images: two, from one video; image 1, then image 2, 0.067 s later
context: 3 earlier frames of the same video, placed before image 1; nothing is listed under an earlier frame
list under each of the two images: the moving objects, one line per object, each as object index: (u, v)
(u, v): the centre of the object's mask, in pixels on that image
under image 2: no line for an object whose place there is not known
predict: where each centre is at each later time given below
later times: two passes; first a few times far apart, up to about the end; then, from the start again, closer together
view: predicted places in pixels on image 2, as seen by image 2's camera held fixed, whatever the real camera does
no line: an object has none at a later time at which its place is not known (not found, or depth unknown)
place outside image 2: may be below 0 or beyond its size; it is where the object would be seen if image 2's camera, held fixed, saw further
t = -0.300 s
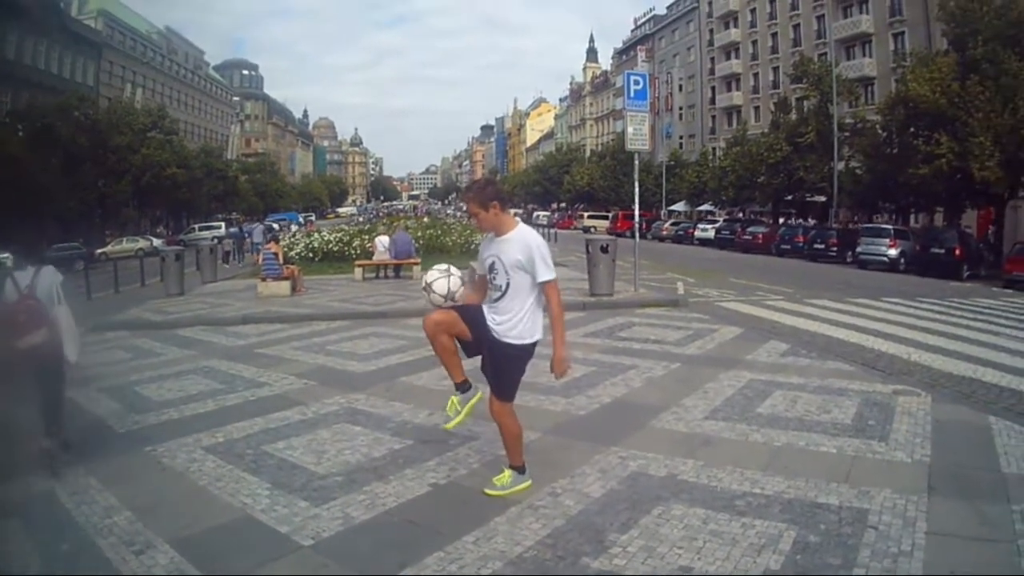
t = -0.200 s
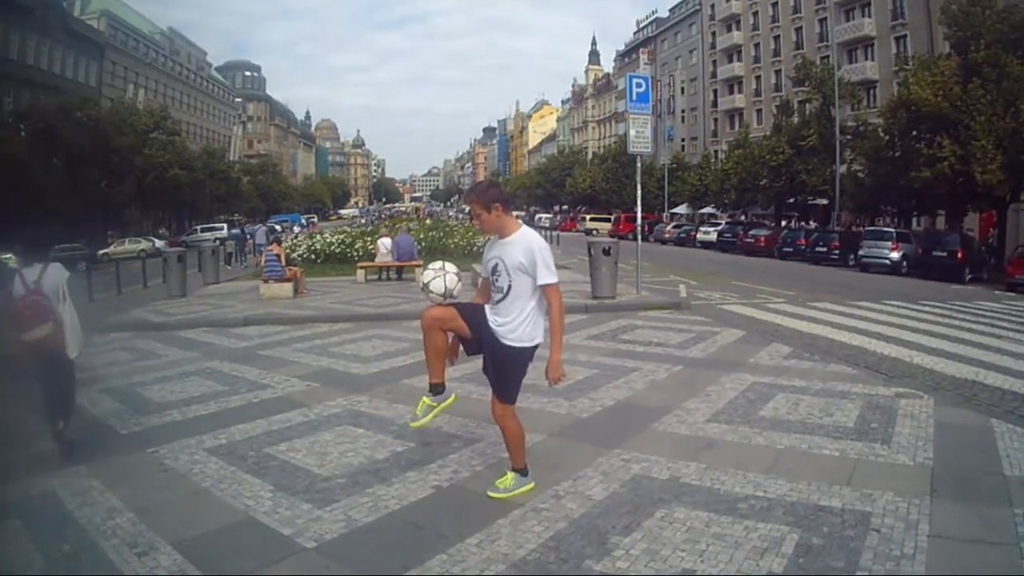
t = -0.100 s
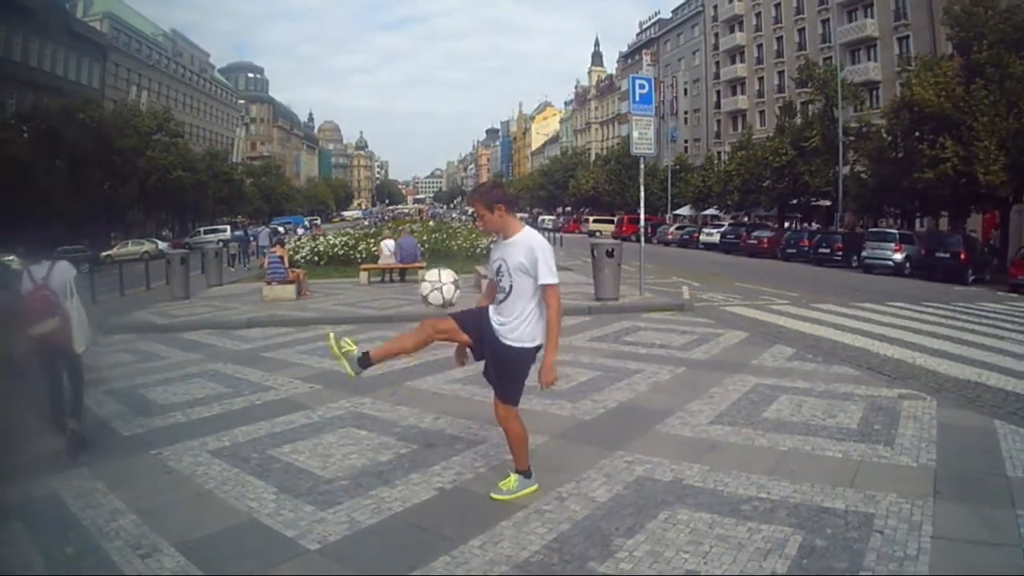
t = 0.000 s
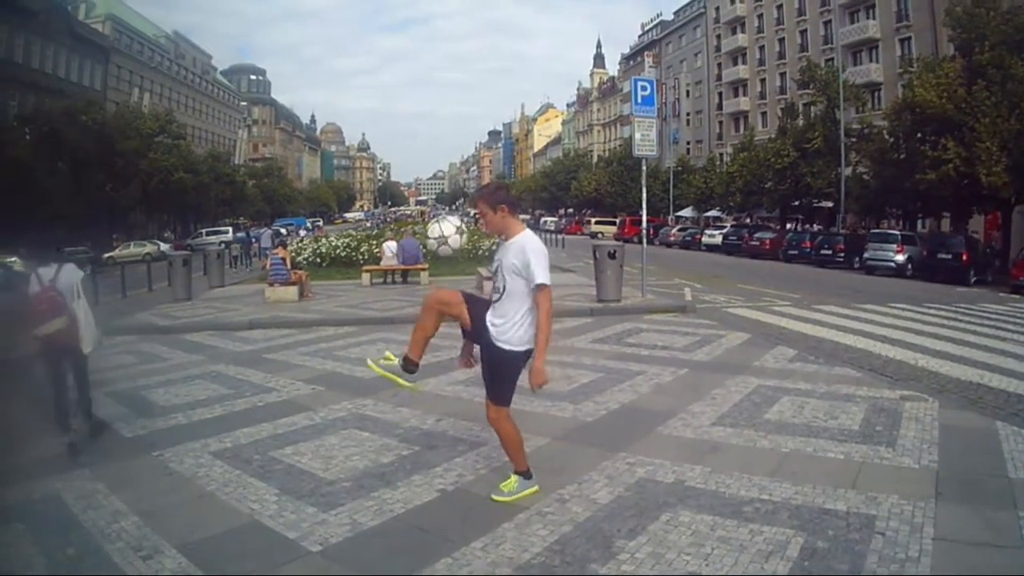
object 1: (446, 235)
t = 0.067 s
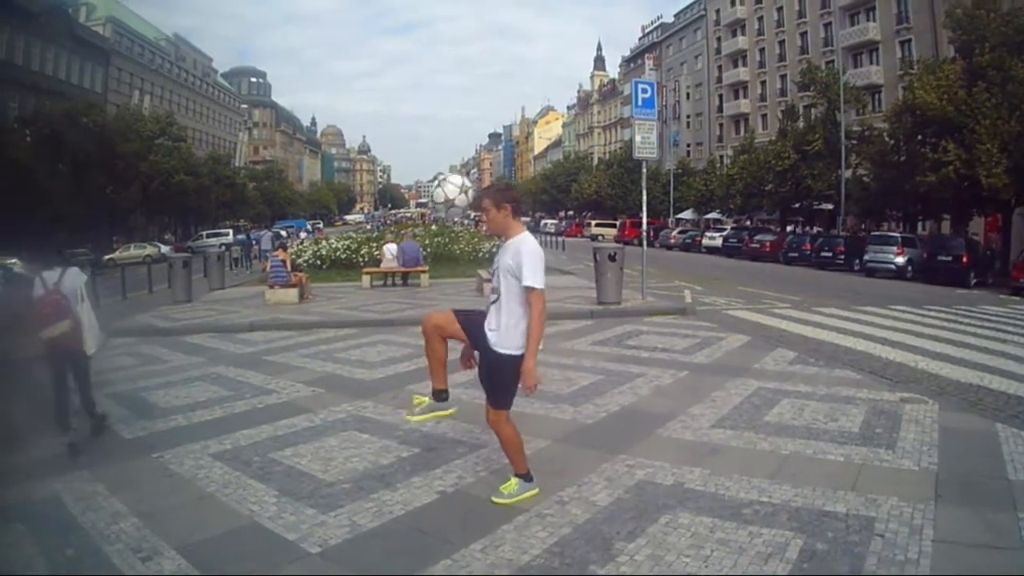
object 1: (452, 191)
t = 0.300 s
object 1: (473, 104)
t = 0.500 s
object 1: (489, 106)
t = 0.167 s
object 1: (460, 142)
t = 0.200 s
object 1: (463, 130)
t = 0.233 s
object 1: (466, 119)
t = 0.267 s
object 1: (469, 110)
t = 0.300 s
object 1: (473, 104)
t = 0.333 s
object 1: (476, 100)
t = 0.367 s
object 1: (478, 96)
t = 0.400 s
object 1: (481, 95)
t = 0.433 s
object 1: (484, 97)
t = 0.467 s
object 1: (487, 100)
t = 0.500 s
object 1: (489, 106)
